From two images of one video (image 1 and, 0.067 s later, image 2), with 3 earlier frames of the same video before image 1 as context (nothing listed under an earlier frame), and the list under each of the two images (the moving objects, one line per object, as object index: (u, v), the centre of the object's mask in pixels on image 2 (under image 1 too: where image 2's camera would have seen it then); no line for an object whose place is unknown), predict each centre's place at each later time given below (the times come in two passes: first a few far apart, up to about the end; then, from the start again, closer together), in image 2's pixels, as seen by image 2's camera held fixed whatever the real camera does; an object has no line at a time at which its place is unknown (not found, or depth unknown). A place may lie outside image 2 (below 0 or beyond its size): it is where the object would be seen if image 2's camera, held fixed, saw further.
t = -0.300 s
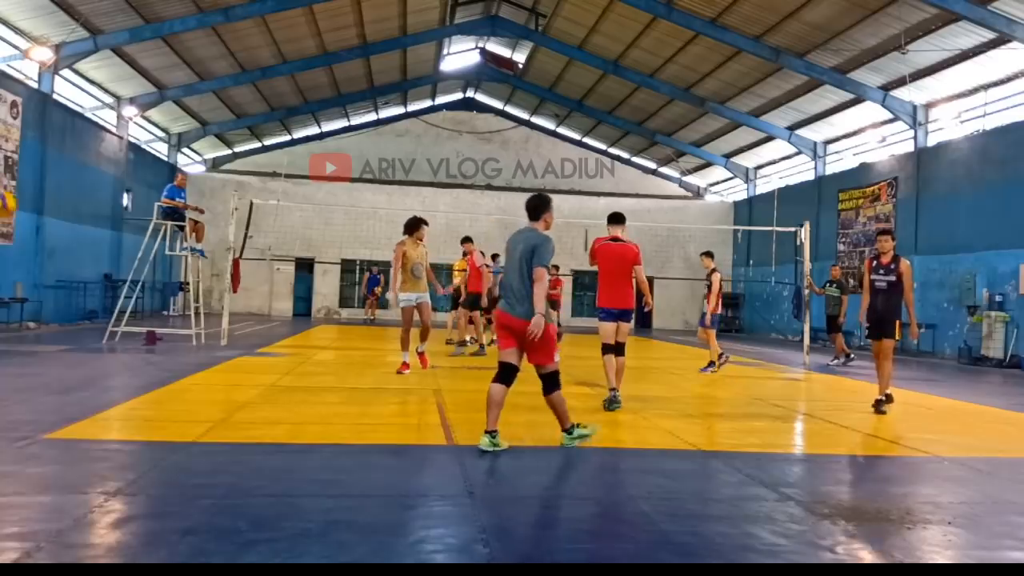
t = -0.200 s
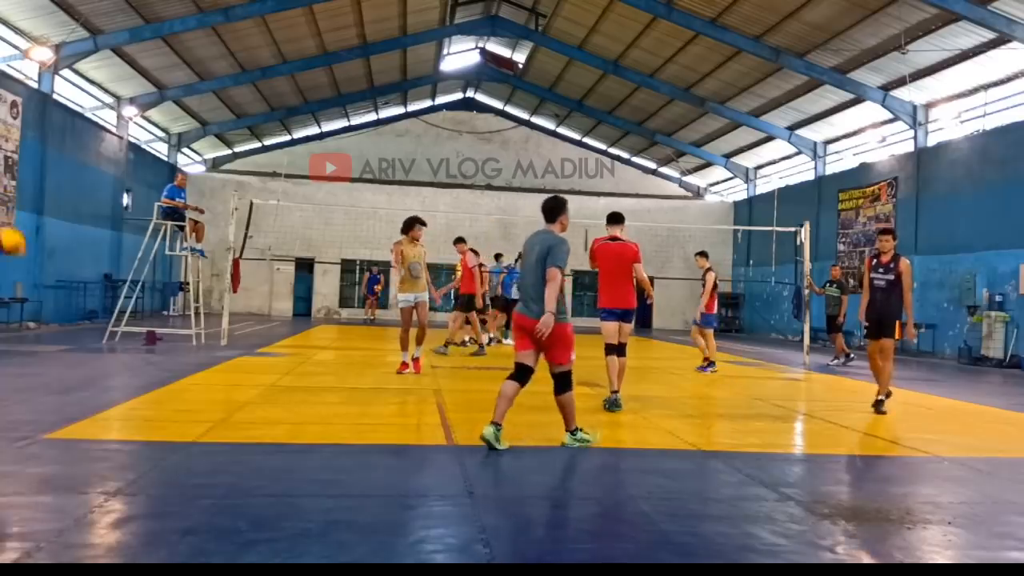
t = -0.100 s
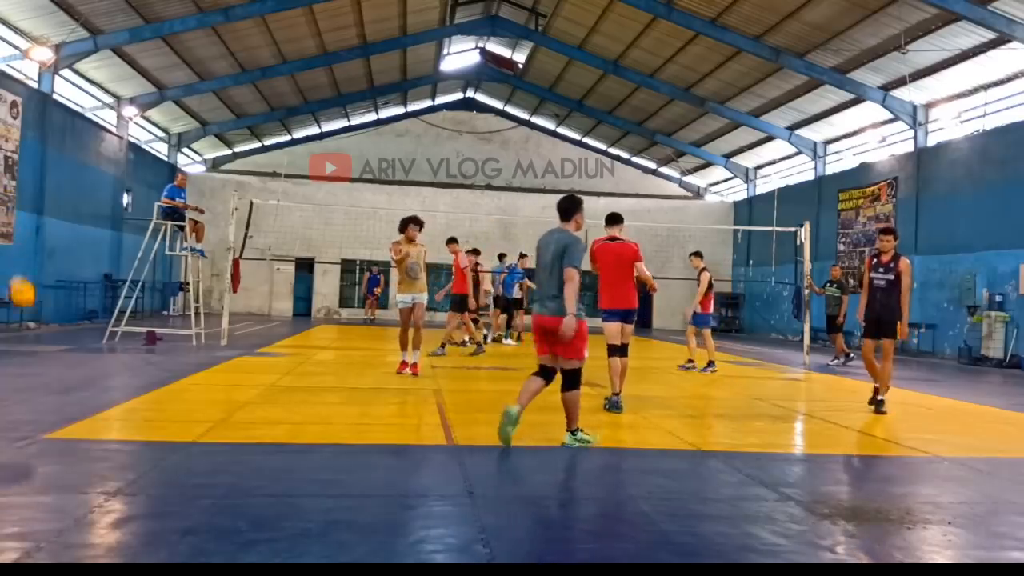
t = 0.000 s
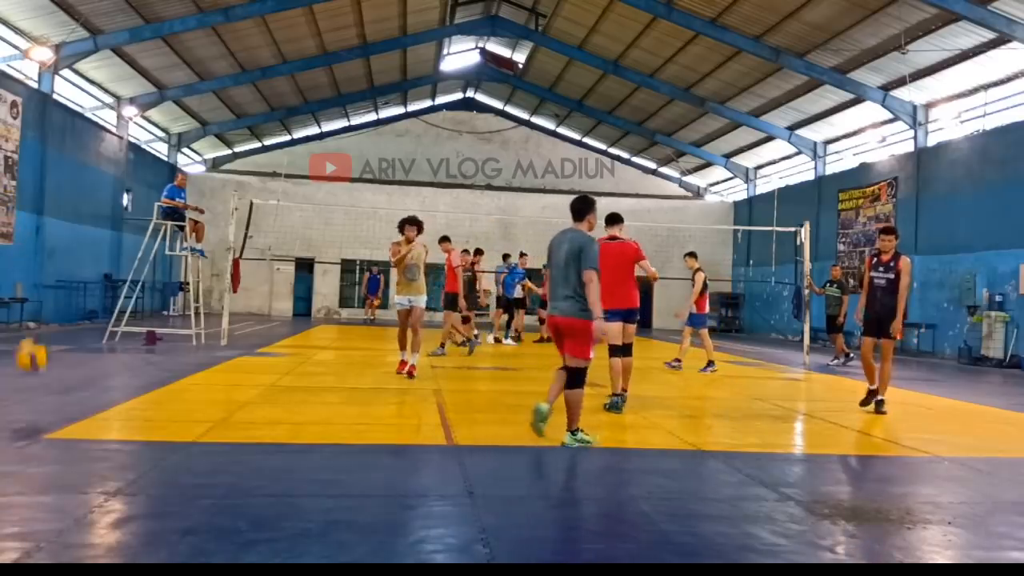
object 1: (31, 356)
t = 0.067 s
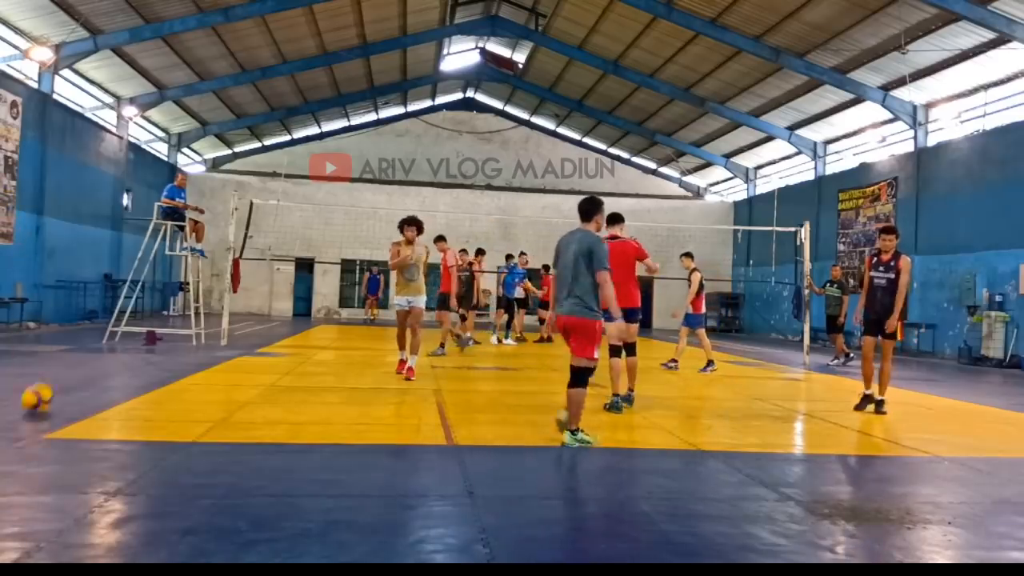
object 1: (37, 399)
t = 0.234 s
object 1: (70, 317)
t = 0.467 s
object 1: (110, 261)
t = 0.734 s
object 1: (152, 283)
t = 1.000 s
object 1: (187, 396)
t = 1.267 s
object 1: (230, 328)
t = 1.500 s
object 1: (263, 322)
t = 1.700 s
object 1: (290, 370)
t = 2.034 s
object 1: (335, 353)
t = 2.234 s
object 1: (361, 360)
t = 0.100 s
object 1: (44, 379)
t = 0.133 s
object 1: (50, 361)
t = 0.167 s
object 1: (57, 344)
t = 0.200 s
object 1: (63, 330)
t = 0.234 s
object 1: (70, 317)
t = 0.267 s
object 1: (75, 305)
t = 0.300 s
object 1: (81, 294)
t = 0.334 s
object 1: (87, 285)
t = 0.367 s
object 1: (92, 277)
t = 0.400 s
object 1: (99, 270)
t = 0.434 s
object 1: (105, 265)
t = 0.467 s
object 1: (110, 261)
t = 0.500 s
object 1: (115, 259)
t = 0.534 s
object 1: (121, 258)
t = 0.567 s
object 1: (127, 259)
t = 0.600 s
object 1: (132, 261)
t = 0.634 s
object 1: (137, 267)
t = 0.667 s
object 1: (143, 272)
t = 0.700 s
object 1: (146, 279)
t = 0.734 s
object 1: (152, 283)
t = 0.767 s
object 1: (157, 292)
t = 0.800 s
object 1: (162, 303)
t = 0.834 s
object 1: (166, 313)
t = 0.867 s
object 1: (170, 328)
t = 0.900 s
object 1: (175, 342)
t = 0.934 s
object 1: (179, 359)
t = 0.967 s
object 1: (183, 375)
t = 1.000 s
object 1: (187, 396)
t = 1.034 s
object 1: (191, 403)
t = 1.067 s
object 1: (197, 387)
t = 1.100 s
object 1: (203, 376)
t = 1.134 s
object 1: (208, 360)
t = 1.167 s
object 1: (214, 351)
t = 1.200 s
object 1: (219, 342)
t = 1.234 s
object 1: (225, 334)
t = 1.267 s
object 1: (230, 328)
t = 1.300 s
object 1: (235, 323)
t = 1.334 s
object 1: (240, 320)
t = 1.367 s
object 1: (244, 317)
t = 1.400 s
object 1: (248, 316)
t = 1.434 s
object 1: (253, 316)
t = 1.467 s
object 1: (259, 318)
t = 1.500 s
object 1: (263, 322)
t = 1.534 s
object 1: (268, 326)
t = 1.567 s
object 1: (272, 332)
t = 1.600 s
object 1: (275, 337)
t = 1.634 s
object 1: (281, 347)
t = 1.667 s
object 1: (285, 359)
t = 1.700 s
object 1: (290, 370)
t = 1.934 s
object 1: (321, 372)
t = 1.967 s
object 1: (326, 362)
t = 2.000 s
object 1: (331, 358)
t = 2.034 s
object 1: (335, 353)
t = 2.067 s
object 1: (339, 351)
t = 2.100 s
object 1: (344, 350)
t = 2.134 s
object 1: (348, 350)
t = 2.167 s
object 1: (353, 352)
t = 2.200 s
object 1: (357, 355)
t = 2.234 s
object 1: (361, 360)
